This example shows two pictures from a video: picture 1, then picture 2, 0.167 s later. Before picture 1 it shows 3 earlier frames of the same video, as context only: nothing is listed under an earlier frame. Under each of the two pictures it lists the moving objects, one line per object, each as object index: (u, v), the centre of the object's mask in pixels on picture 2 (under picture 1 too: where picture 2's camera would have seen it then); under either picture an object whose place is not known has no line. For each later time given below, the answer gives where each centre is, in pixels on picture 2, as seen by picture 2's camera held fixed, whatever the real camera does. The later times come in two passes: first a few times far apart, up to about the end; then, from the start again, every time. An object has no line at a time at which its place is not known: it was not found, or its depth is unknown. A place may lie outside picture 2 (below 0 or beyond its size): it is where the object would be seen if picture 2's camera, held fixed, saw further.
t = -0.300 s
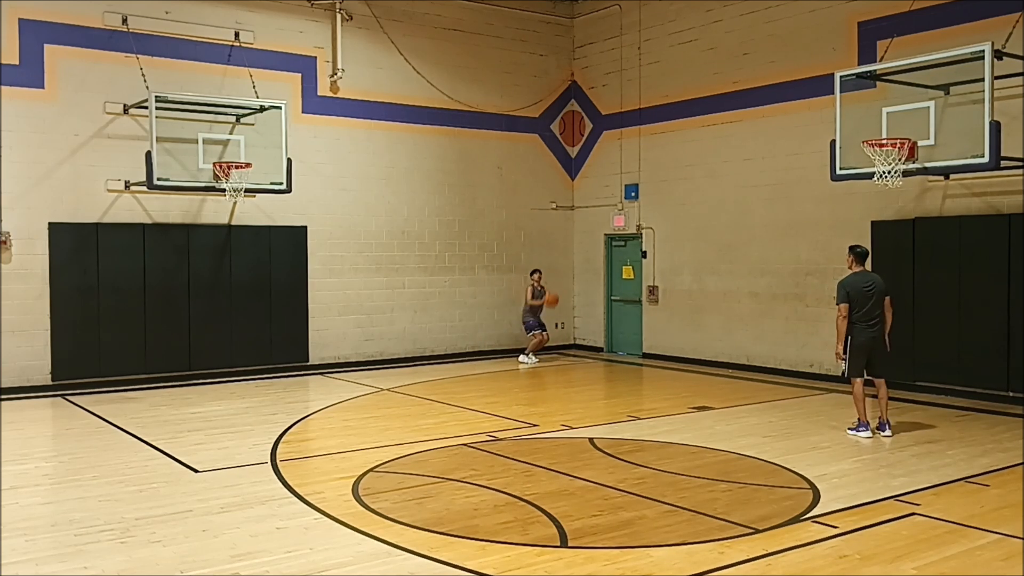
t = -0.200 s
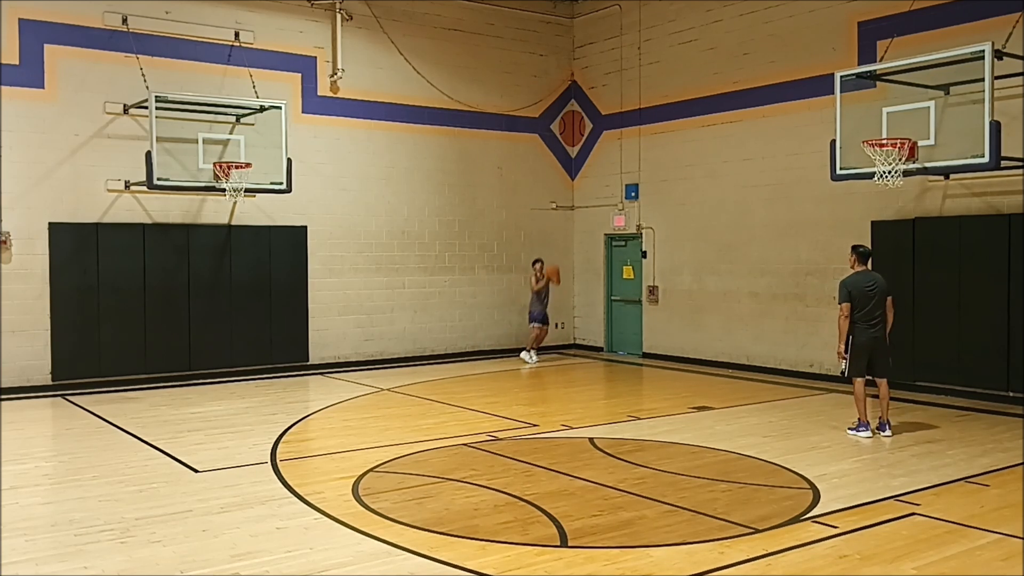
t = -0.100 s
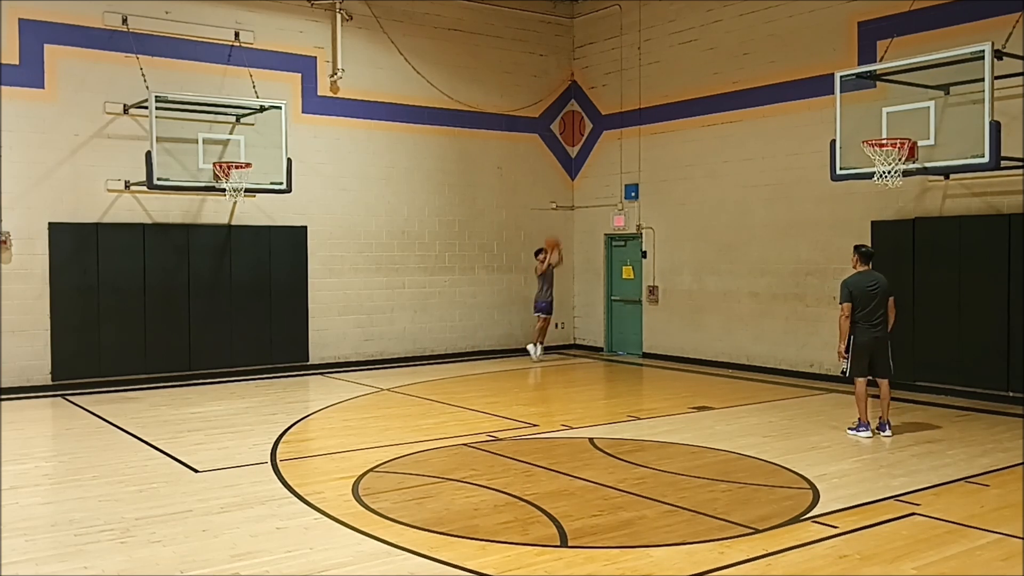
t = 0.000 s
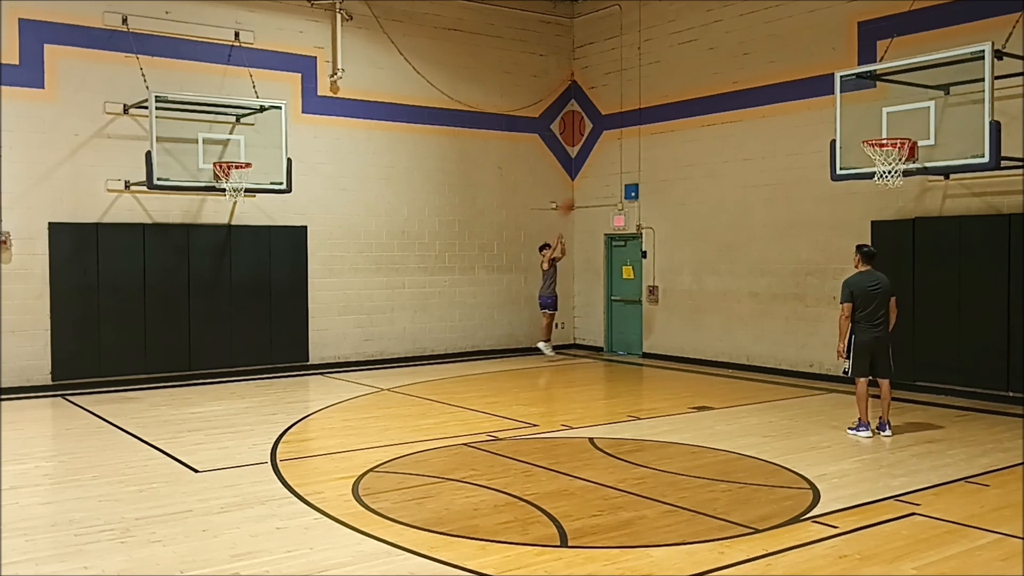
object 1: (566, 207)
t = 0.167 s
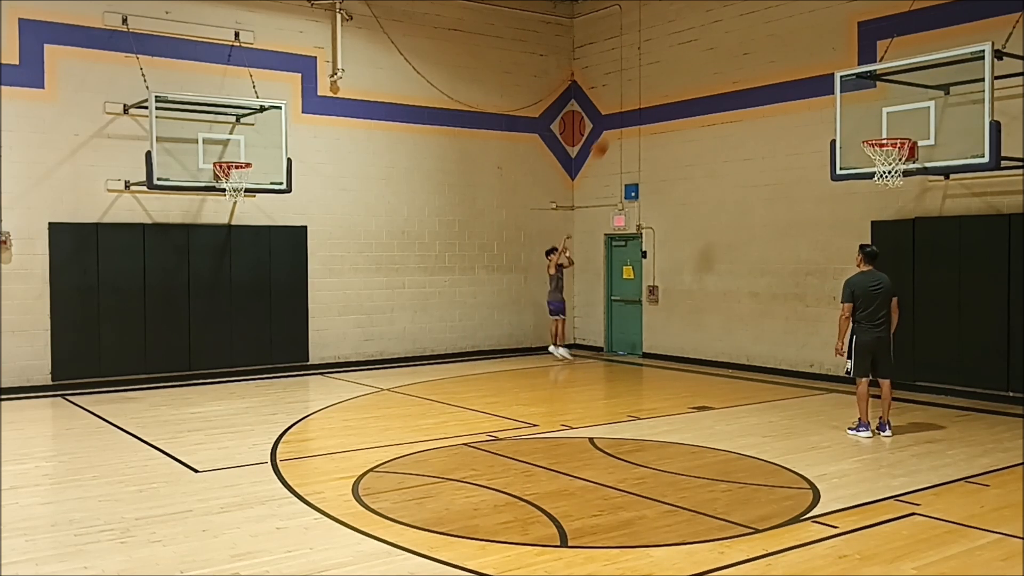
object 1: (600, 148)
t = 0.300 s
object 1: (629, 111)
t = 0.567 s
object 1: (693, 63)
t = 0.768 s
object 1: (748, 56)
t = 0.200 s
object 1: (606, 139)
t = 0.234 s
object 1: (614, 128)
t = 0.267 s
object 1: (620, 120)
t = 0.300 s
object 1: (629, 111)
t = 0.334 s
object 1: (637, 102)
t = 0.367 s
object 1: (645, 95)
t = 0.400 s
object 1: (652, 88)
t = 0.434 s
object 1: (660, 81)
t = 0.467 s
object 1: (668, 76)
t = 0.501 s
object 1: (676, 70)
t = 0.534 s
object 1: (684, 66)
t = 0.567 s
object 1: (693, 63)
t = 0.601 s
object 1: (701, 60)
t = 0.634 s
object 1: (710, 57)
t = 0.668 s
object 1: (720, 56)
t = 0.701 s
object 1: (729, 55)
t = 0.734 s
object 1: (739, 55)
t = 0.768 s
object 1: (748, 56)
